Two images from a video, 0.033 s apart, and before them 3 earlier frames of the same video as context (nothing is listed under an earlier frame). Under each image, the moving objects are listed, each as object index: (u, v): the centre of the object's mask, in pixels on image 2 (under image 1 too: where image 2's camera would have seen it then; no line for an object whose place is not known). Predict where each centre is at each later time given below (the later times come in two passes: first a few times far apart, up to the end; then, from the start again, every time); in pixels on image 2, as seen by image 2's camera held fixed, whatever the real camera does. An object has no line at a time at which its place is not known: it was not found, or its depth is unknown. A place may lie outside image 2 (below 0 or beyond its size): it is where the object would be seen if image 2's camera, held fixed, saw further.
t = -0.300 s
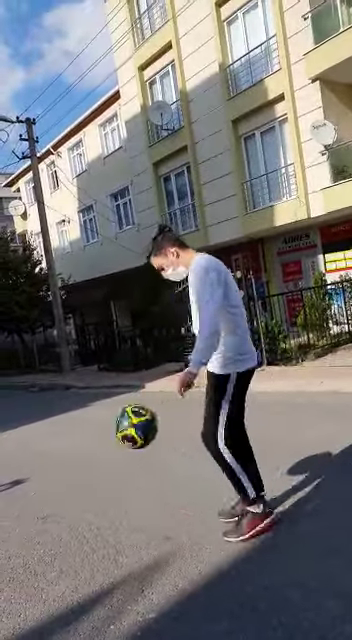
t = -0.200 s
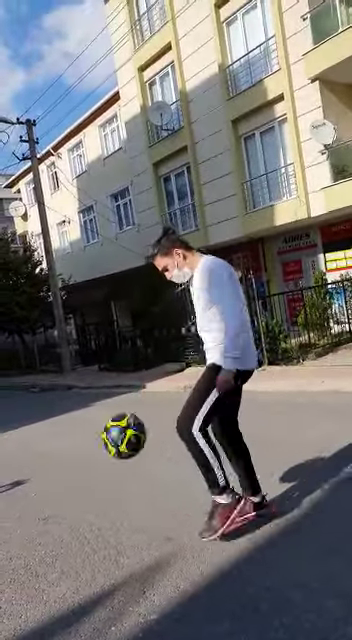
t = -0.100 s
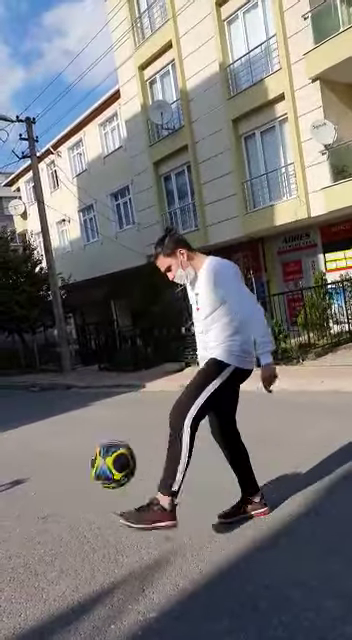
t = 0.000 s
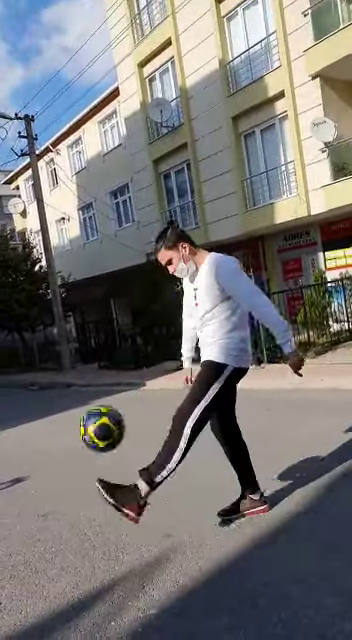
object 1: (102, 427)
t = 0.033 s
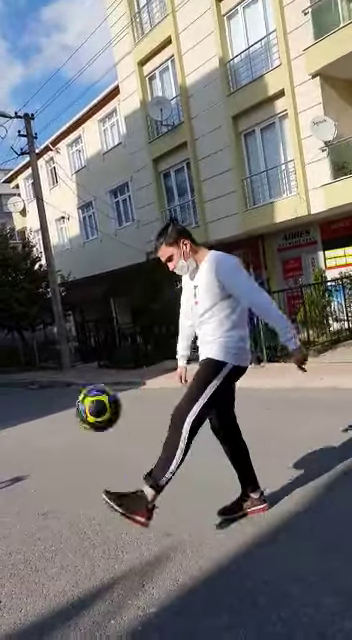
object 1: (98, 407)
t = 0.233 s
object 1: (86, 338)
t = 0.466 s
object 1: (91, 360)
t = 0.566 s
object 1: (97, 401)
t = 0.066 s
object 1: (94, 390)
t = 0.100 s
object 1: (91, 374)
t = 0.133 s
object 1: (90, 362)
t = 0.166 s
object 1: (88, 351)
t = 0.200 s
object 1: (87, 343)
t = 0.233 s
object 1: (86, 338)
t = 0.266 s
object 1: (86, 336)
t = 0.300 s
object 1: (87, 334)
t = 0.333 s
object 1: (87, 336)
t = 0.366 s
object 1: (88, 338)
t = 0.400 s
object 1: (89, 344)
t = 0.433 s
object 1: (90, 350)
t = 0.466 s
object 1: (91, 360)
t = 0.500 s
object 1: (93, 371)
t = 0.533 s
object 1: (95, 384)
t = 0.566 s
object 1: (97, 401)
